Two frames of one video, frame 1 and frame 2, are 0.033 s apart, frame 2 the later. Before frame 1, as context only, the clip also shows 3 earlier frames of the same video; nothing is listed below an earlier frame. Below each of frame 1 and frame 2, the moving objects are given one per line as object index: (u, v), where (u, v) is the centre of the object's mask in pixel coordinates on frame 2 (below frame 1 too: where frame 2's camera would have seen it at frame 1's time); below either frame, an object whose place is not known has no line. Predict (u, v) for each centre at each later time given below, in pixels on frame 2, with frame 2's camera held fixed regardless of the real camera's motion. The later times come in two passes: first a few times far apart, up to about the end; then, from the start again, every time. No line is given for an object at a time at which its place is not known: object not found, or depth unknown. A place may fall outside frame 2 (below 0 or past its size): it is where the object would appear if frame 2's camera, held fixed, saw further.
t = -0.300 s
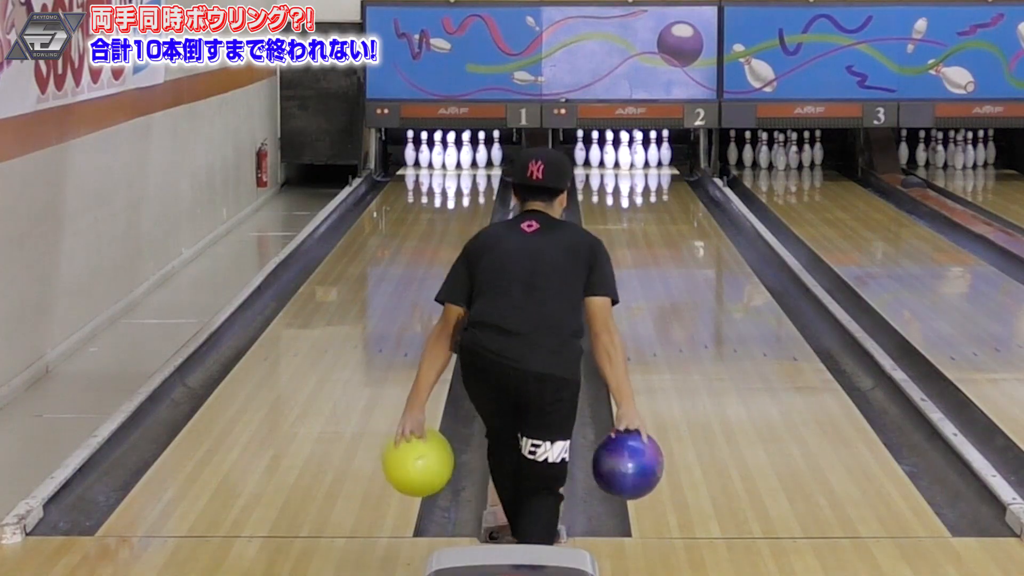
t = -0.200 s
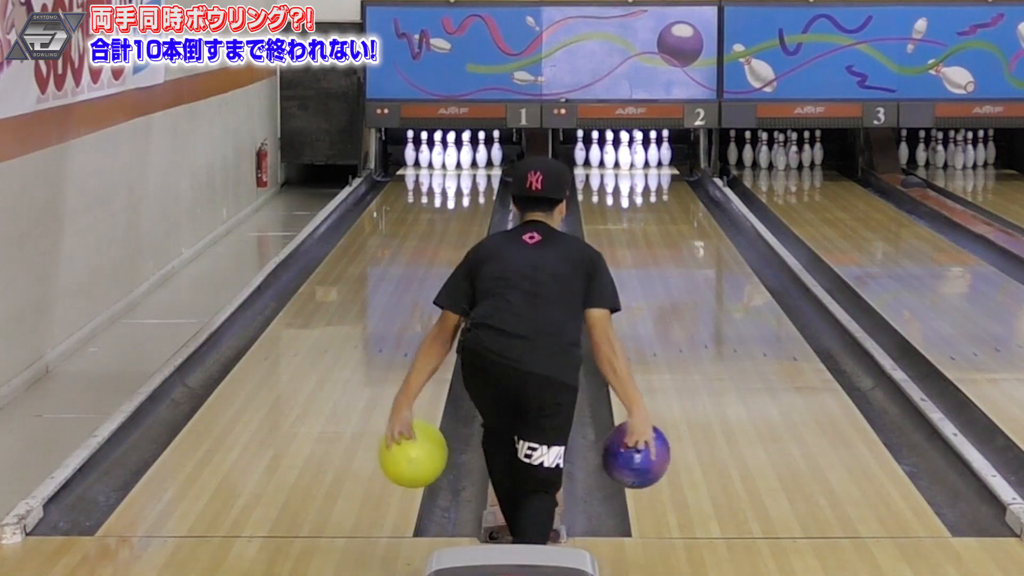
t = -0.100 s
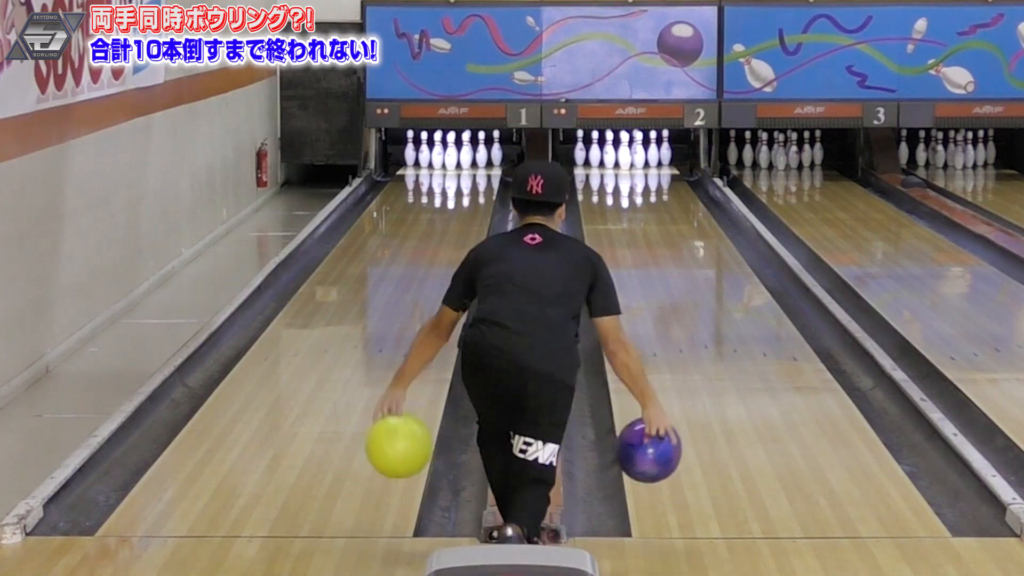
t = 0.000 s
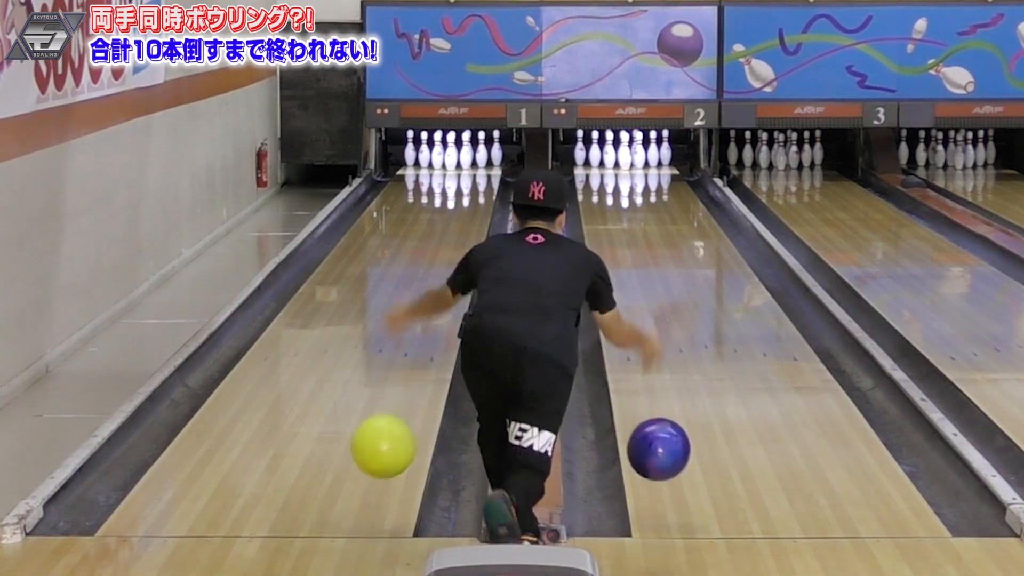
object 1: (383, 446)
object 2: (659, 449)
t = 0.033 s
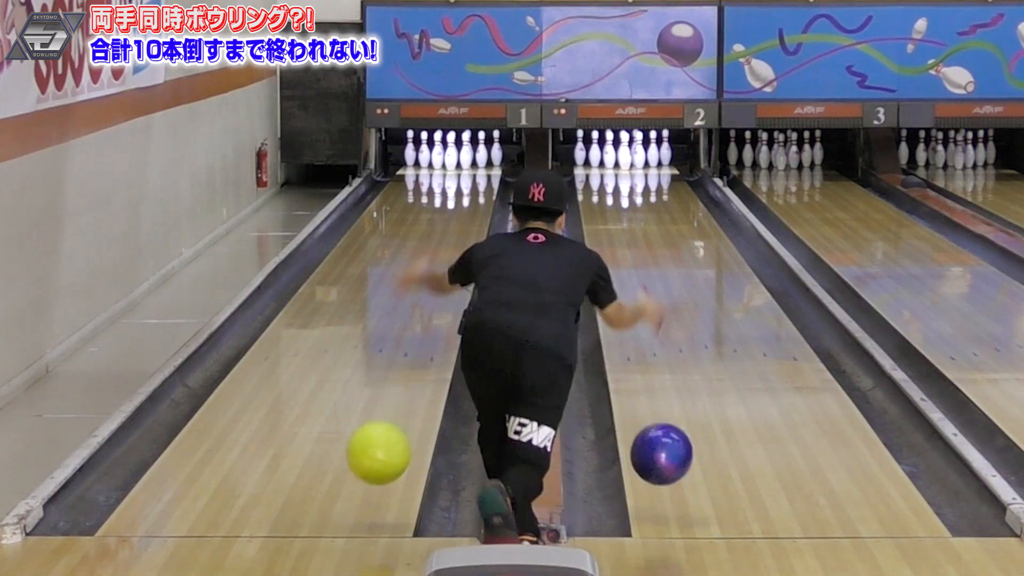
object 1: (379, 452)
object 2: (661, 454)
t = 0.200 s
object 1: (357, 461)
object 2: (674, 451)
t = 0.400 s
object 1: (335, 438)
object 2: (686, 423)
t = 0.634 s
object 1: (313, 409)
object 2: (696, 389)
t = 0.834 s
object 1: (297, 387)
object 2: (703, 365)
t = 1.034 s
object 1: (283, 367)
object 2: (709, 344)
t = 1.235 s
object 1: (273, 350)
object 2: (714, 325)
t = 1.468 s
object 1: (267, 332)
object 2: (719, 305)
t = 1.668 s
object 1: (266, 319)
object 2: (723, 290)
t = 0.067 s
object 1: (374, 462)
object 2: (664, 461)
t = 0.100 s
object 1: (369, 474)
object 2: (667, 472)
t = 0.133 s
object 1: (365, 476)
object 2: (669, 466)
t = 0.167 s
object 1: (361, 467)
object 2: (672, 457)
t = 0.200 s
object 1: (357, 461)
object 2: (674, 451)
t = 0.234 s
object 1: (353, 458)
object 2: (676, 449)
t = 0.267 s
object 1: (349, 457)
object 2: (678, 445)
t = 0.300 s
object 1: (345, 452)
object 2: (680, 439)
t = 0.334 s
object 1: (342, 447)
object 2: (682, 434)
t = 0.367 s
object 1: (338, 443)
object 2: (684, 428)
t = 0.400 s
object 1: (335, 438)
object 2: (686, 423)
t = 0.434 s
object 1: (331, 434)
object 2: (687, 418)
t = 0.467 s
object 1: (328, 429)
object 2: (689, 413)
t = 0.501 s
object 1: (325, 425)
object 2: (690, 408)
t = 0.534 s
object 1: (322, 421)
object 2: (692, 403)
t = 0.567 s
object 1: (318, 417)
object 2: (693, 398)
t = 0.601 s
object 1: (316, 413)
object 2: (694, 394)
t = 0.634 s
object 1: (313, 409)
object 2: (696, 389)
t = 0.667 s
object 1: (310, 404)
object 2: (697, 385)
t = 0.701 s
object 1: (306, 401)
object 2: (698, 381)
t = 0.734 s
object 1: (304, 398)
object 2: (700, 377)
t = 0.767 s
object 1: (302, 394)
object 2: (701, 373)
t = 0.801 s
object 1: (299, 391)
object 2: (702, 369)
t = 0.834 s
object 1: (297, 387)
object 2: (703, 365)
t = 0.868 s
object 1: (295, 383)
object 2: (704, 362)
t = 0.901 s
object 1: (292, 380)
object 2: (705, 358)
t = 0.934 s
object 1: (290, 377)
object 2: (706, 354)
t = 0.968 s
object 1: (287, 374)
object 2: (707, 351)
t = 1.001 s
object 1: (285, 370)
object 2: (708, 347)
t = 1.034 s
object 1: (283, 367)
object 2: (709, 344)
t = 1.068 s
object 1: (281, 364)
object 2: (710, 341)
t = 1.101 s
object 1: (279, 360)
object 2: (711, 337)
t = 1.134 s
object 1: (277, 358)
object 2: (712, 334)
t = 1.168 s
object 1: (275, 355)
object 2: (713, 331)
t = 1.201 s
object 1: (274, 353)
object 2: (713, 328)
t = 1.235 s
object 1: (273, 350)
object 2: (714, 325)
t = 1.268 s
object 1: (271, 347)
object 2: (715, 322)
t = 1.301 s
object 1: (270, 344)
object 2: (716, 319)
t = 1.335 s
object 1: (269, 342)
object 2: (717, 316)
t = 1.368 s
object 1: (268, 339)
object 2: (717, 313)
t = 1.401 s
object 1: (268, 336)
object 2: (718, 311)
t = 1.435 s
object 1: (267, 334)
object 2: (719, 308)
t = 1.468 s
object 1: (267, 332)
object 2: (719, 305)
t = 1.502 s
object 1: (266, 329)
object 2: (720, 303)
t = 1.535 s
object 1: (266, 328)
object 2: (721, 300)
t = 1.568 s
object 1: (266, 325)
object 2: (721, 298)
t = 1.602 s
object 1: (266, 323)
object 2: (722, 295)
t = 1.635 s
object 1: (265, 321)
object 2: (722, 293)
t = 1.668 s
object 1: (266, 319)
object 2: (723, 290)
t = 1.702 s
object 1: (266, 317)
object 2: (723, 288)
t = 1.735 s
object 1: (266, 315)
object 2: (724, 286)
